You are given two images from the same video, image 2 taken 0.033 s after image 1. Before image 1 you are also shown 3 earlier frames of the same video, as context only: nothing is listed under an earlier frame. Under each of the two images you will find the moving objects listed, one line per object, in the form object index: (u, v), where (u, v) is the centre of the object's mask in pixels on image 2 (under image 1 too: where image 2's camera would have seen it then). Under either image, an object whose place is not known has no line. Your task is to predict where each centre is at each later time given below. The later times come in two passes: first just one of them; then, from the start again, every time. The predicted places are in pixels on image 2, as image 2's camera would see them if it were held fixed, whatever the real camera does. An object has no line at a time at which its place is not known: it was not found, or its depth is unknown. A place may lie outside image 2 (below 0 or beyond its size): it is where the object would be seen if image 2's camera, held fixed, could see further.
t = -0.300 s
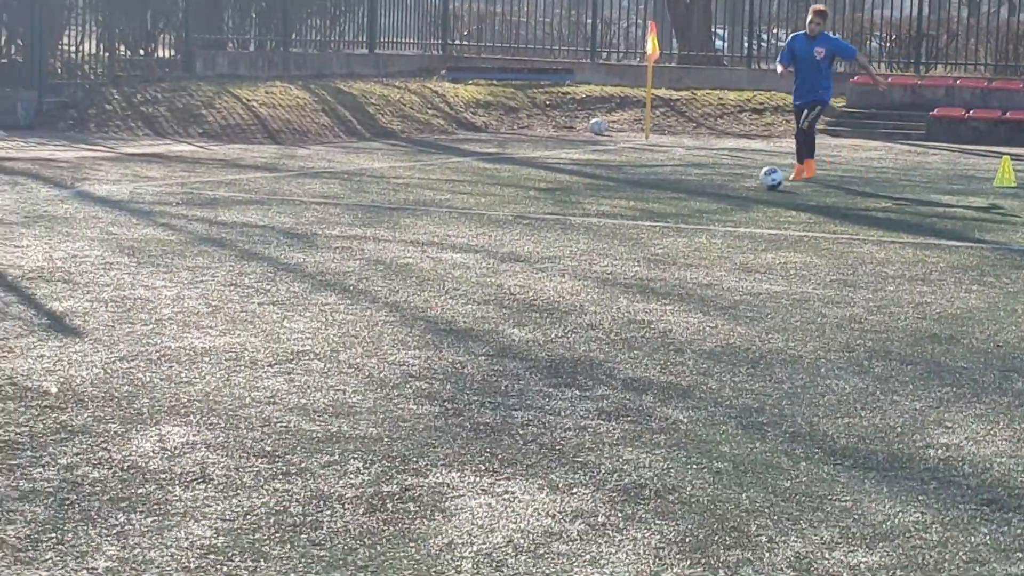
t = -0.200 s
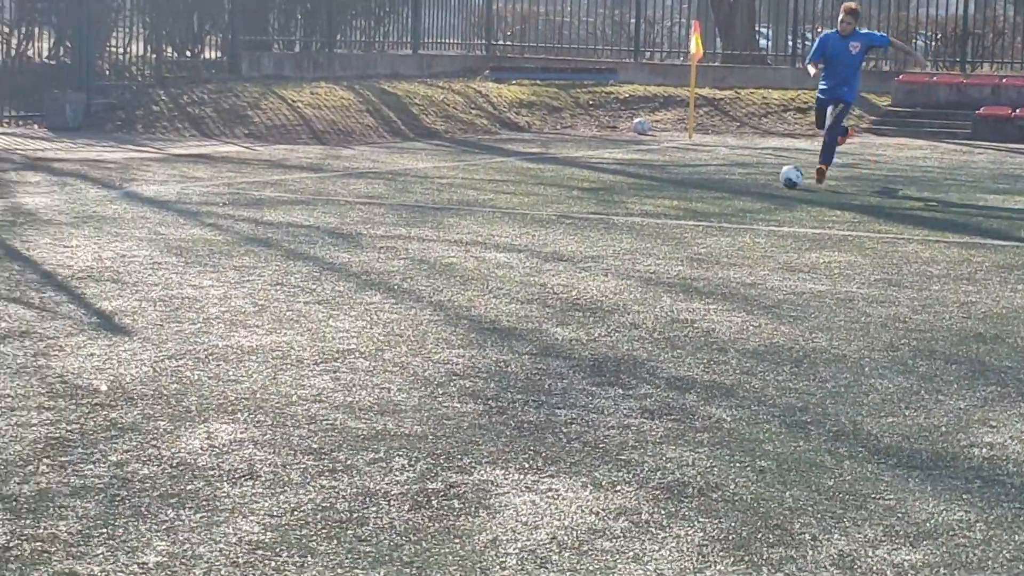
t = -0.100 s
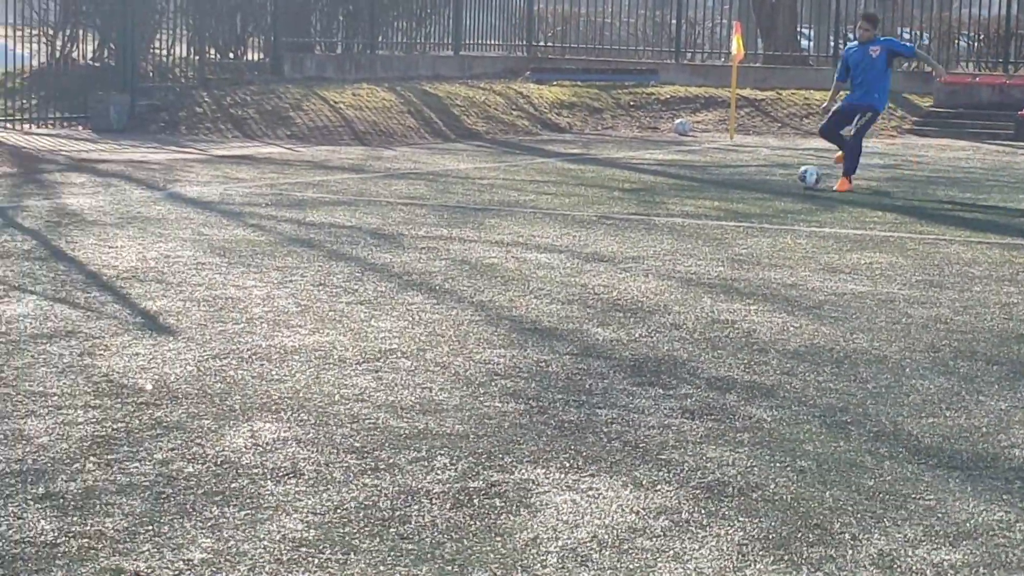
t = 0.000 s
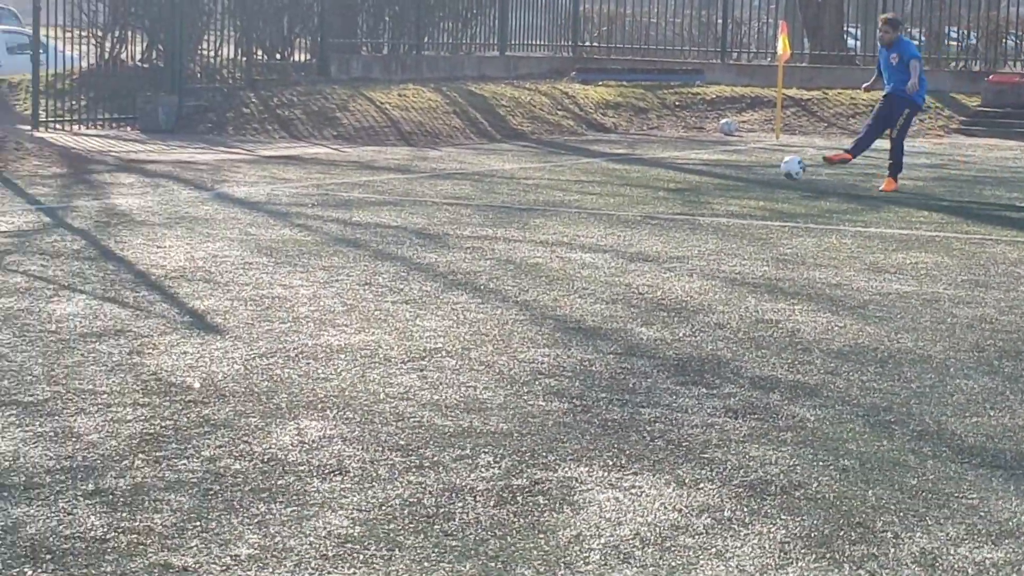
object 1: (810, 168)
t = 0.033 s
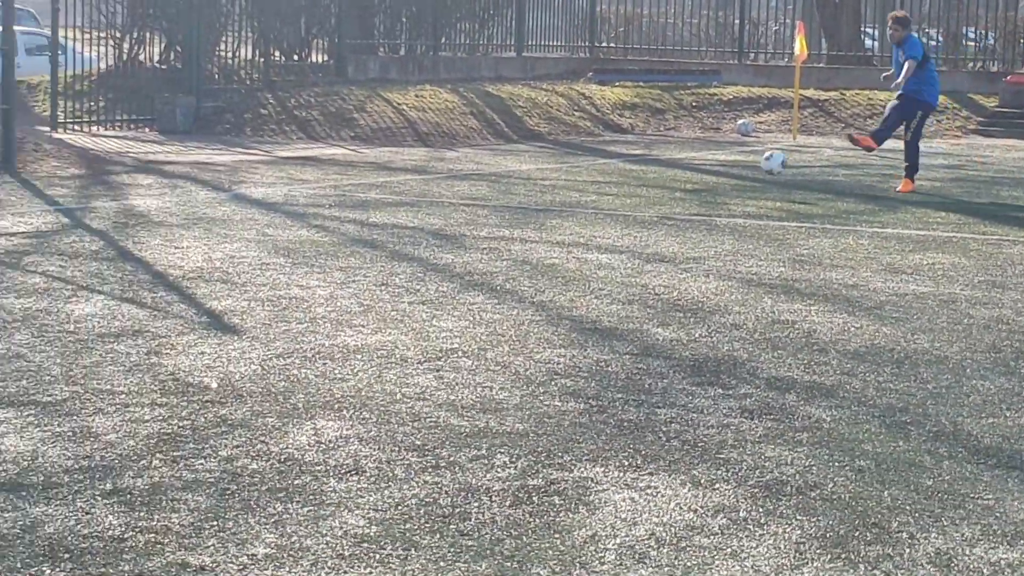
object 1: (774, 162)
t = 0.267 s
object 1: (468, 170)
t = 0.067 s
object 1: (736, 158)
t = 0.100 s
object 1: (696, 156)
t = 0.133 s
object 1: (655, 154)
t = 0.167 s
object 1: (612, 155)
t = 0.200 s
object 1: (566, 158)
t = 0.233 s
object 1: (518, 163)
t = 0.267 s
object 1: (468, 170)
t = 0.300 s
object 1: (413, 179)
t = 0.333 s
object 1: (356, 191)
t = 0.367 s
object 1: (294, 207)
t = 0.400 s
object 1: (226, 224)
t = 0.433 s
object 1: (152, 243)
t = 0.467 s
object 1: (82, 242)
